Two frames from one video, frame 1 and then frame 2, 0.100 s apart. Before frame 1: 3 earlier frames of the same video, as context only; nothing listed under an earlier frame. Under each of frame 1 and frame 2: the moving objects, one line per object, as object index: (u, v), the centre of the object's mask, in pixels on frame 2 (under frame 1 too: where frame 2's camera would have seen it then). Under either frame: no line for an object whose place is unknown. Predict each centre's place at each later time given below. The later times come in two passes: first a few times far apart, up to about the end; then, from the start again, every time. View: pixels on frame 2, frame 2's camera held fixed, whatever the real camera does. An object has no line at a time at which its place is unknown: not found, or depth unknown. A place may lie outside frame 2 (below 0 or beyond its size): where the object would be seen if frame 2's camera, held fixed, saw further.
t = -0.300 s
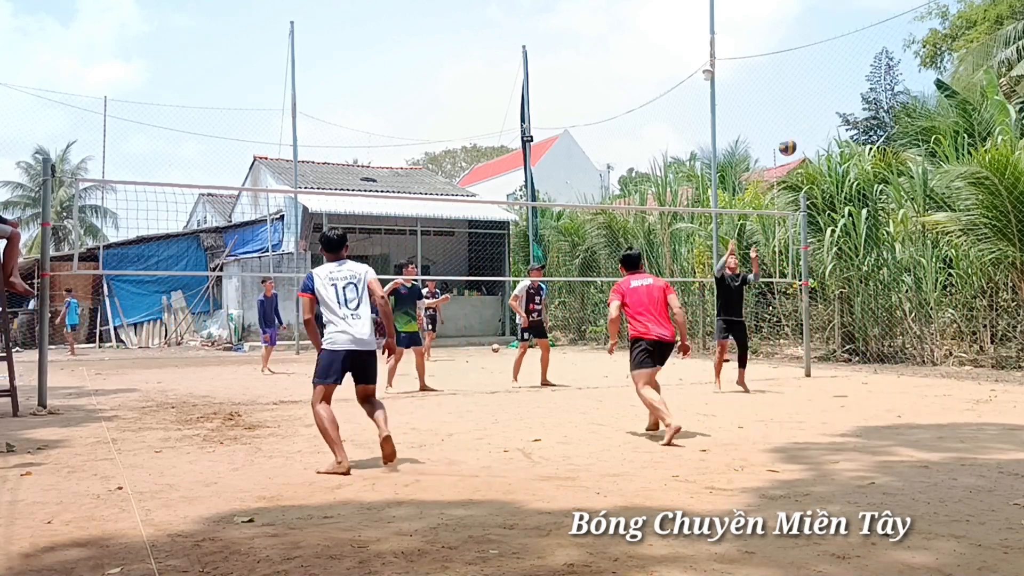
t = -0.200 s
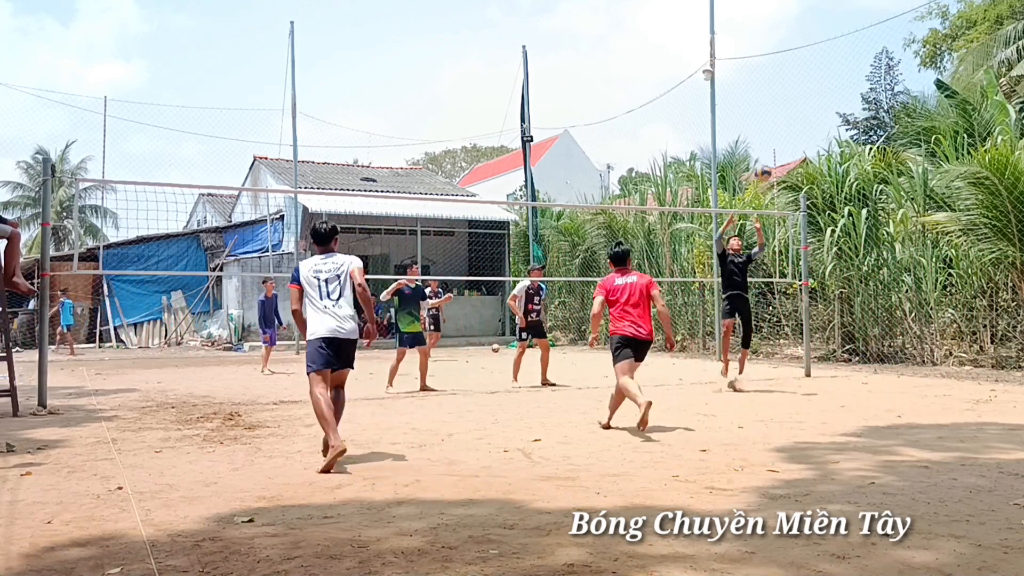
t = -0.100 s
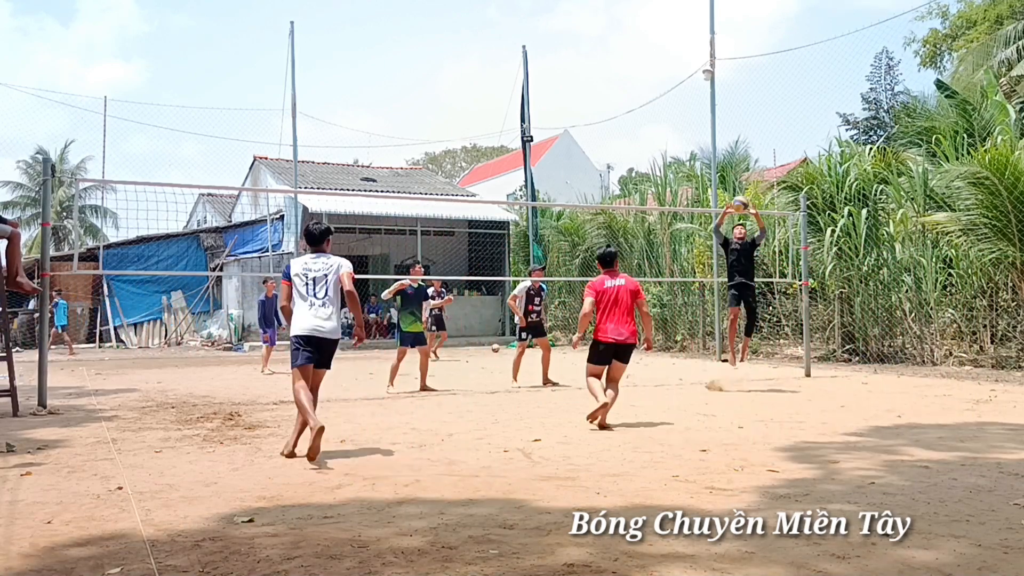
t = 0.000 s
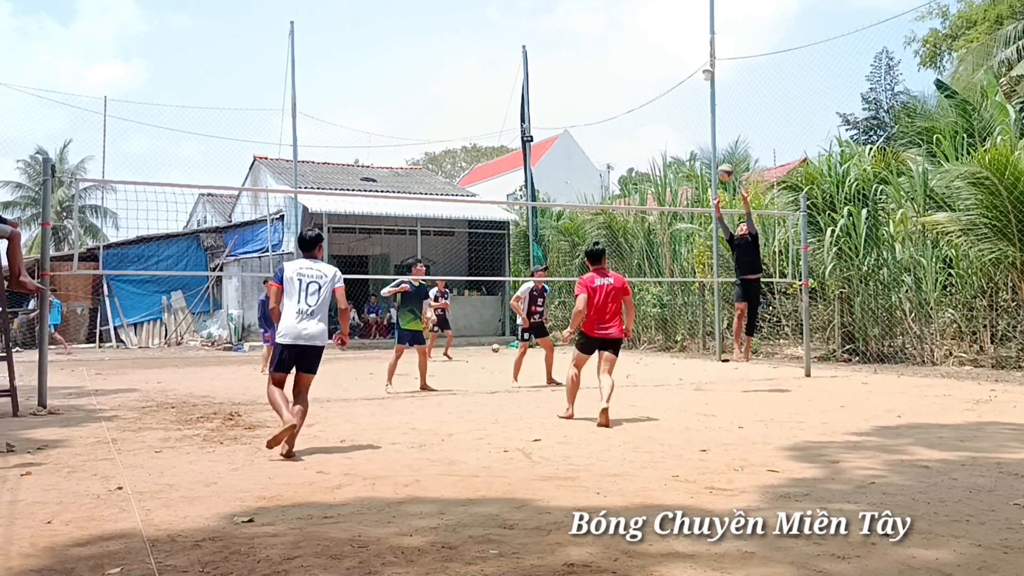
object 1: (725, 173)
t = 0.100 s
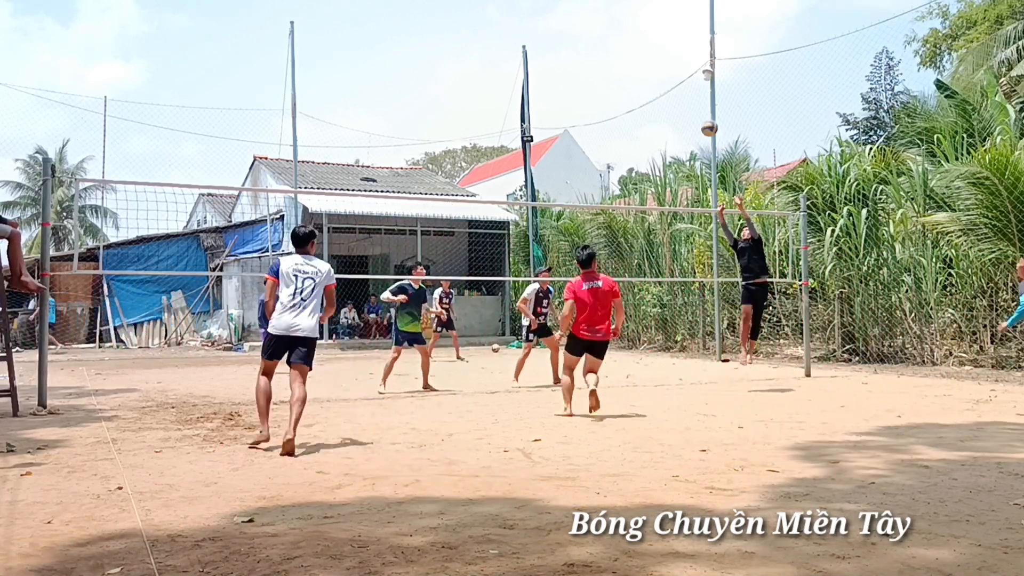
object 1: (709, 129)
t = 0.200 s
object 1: (693, 92)
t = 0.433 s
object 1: (658, 37)
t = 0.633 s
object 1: (628, 24)
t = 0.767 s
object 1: (608, 34)
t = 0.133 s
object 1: (704, 115)
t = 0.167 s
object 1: (699, 103)
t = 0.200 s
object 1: (693, 92)
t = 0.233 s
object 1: (688, 81)
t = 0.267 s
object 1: (683, 72)
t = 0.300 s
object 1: (678, 63)
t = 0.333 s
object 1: (673, 55)
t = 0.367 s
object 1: (668, 48)
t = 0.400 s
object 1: (663, 42)
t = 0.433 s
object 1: (658, 37)
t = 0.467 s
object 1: (653, 33)
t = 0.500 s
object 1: (648, 29)
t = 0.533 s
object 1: (643, 27)
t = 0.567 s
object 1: (638, 25)
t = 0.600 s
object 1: (633, 24)
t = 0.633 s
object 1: (628, 24)
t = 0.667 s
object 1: (623, 25)
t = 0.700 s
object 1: (618, 27)
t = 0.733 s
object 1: (613, 30)
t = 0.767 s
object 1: (608, 34)
